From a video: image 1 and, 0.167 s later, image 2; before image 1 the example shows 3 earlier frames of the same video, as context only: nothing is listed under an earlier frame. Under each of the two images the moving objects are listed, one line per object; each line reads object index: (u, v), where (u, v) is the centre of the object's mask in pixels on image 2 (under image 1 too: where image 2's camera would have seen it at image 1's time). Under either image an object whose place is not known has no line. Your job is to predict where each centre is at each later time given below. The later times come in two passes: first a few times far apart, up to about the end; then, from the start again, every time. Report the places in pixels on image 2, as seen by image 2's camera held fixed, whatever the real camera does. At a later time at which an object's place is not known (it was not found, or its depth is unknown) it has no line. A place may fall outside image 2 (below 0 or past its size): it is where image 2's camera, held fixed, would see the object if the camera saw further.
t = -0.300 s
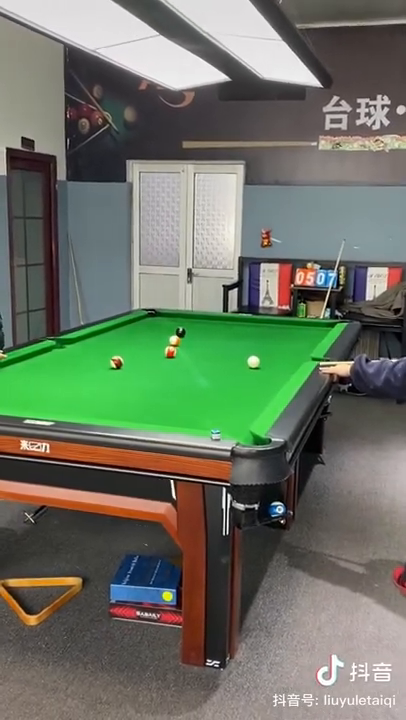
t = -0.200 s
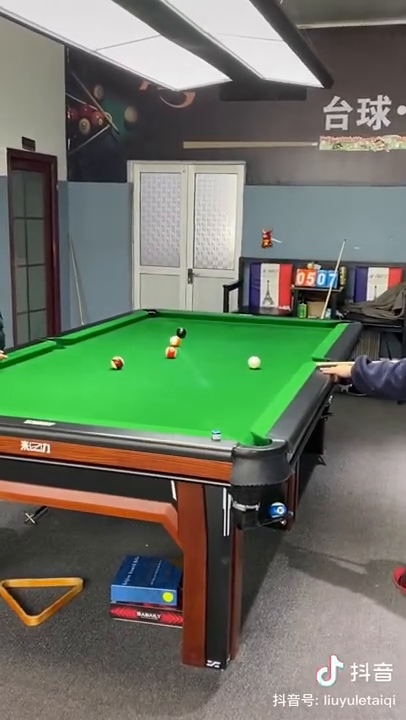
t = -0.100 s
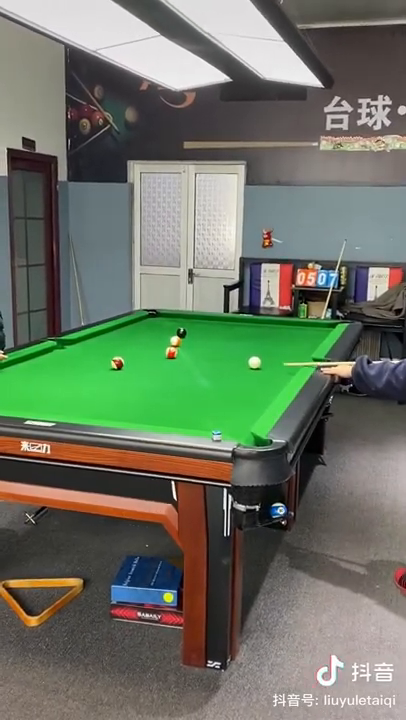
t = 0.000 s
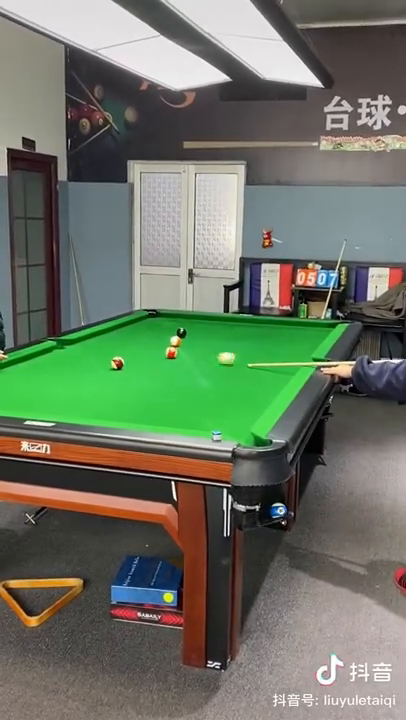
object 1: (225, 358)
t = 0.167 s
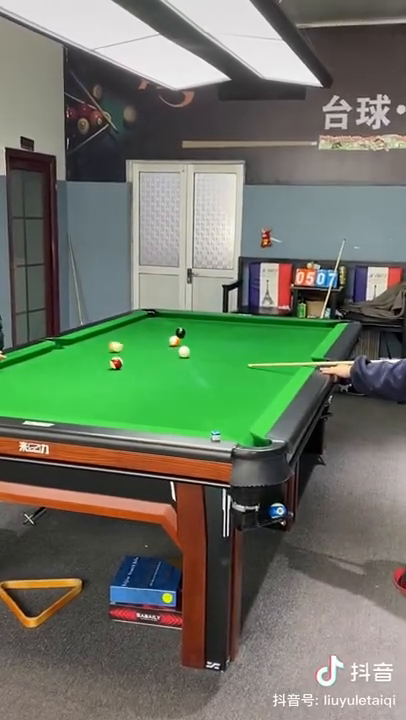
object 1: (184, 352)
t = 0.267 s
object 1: (187, 351)
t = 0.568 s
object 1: (196, 350)
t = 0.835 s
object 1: (203, 348)
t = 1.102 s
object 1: (208, 347)
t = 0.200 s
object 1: (185, 352)
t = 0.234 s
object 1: (186, 352)
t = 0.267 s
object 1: (187, 351)
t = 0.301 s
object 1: (188, 351)
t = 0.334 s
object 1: (189, 351)
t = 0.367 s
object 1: (190, 351)
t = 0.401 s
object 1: (191, 351)
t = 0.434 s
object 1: (192, 350)
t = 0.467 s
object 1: (193, 350)
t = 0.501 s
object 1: (194, 350)
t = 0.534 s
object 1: (195, 350)
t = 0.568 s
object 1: (196, 350)
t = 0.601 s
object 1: (197, 349)
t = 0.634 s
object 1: (197, 349)
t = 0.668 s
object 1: (198, 349)
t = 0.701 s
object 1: (199, 349)
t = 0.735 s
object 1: (200, 348)
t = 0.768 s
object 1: (201, 348)
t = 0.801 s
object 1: (201, 348)
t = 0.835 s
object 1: (203, 348)
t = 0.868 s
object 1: (203, 348)
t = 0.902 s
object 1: (204, 347)
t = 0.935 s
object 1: (204, 347)
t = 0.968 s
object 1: (205, 348)
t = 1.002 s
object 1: (206, 347)
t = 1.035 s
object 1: (207, 347)
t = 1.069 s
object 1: (207, 347)
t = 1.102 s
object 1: (208, 347)
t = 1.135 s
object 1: (209, 347)
